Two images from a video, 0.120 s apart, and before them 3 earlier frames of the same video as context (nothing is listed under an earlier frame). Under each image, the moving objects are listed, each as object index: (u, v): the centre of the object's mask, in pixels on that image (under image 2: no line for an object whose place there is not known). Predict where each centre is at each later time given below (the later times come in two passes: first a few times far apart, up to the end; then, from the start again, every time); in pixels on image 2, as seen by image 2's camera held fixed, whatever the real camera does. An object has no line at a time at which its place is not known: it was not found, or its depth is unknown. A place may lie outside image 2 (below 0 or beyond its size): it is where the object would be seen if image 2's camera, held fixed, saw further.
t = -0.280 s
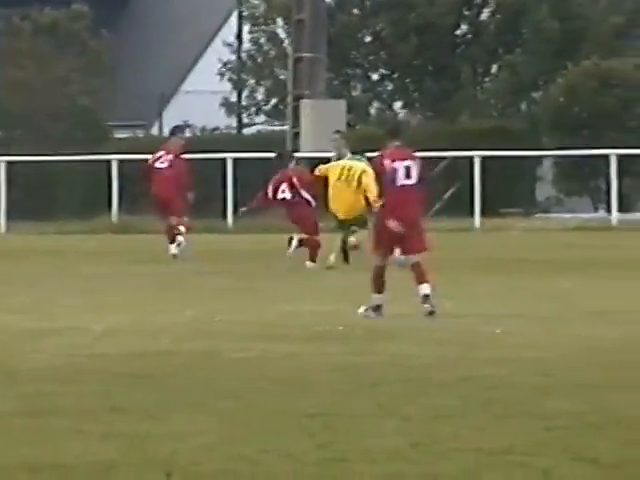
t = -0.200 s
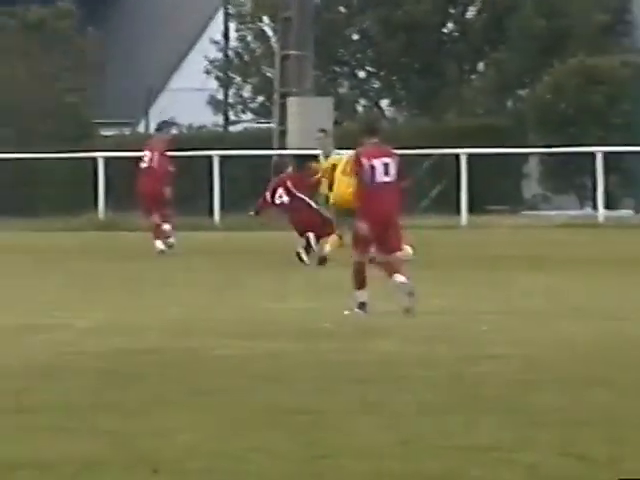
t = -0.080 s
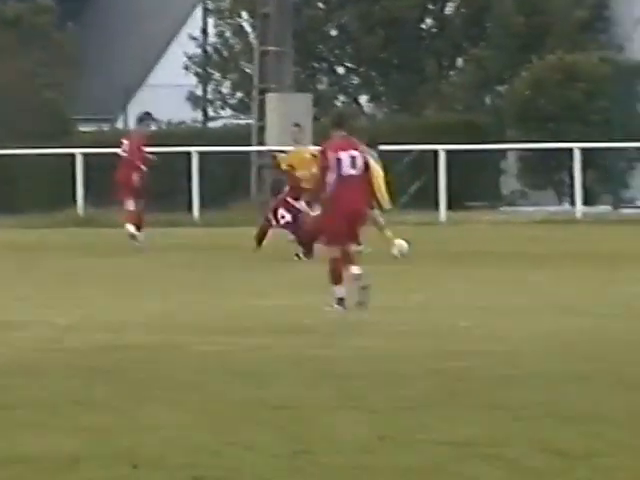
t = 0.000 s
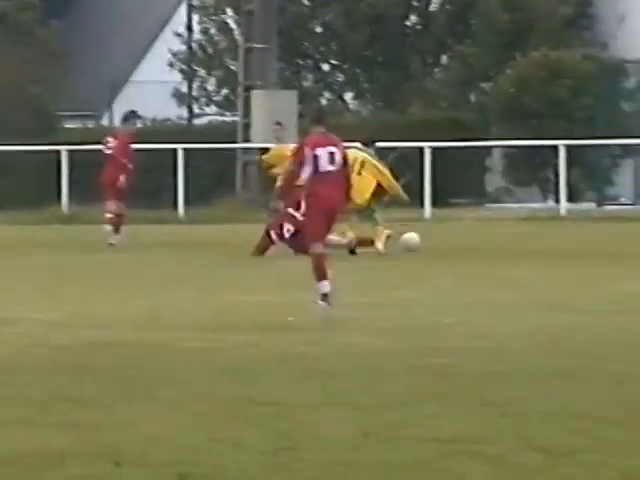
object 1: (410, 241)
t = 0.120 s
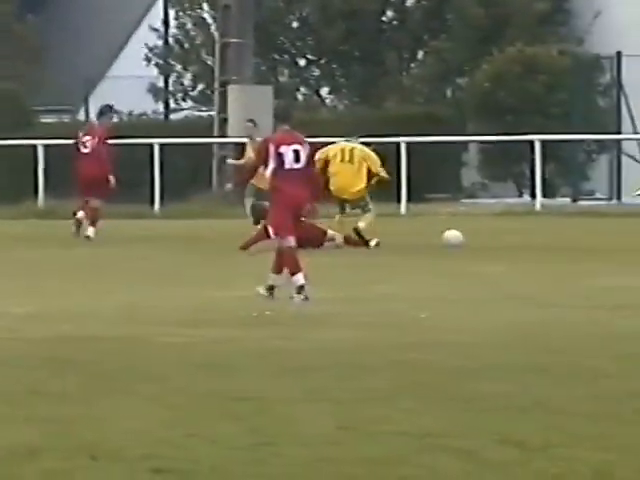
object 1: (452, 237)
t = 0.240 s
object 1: (502, 231)
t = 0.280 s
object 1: (518, 231)
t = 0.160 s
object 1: (471, 236)
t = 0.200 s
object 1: (486, 233)
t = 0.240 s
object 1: (502, 231)
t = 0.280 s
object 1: (518, 231)
